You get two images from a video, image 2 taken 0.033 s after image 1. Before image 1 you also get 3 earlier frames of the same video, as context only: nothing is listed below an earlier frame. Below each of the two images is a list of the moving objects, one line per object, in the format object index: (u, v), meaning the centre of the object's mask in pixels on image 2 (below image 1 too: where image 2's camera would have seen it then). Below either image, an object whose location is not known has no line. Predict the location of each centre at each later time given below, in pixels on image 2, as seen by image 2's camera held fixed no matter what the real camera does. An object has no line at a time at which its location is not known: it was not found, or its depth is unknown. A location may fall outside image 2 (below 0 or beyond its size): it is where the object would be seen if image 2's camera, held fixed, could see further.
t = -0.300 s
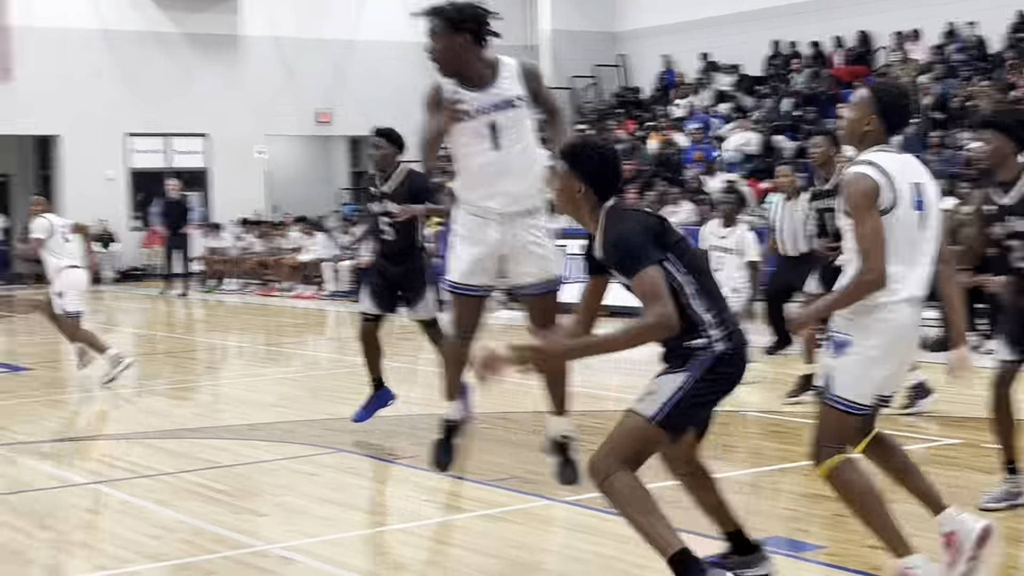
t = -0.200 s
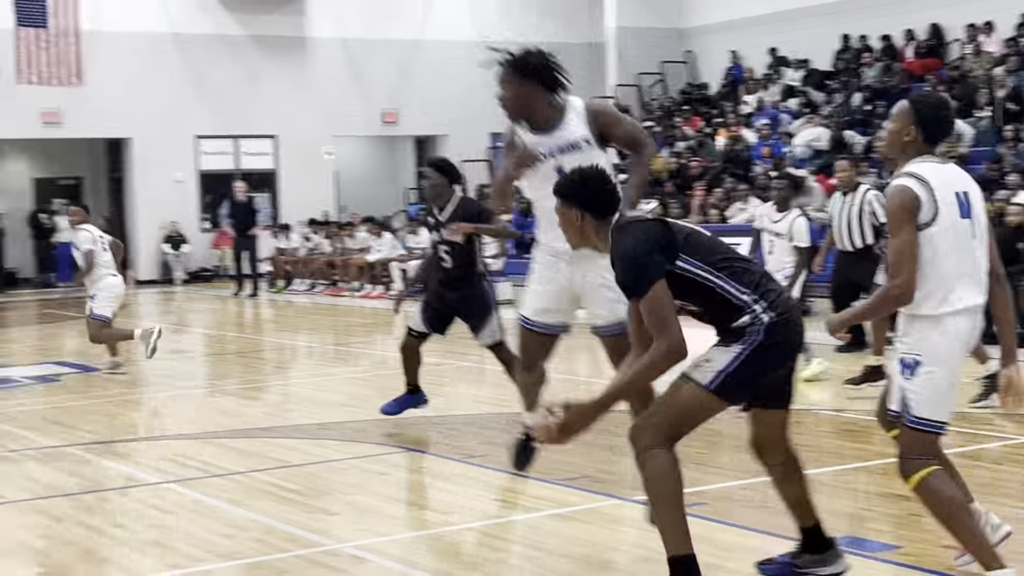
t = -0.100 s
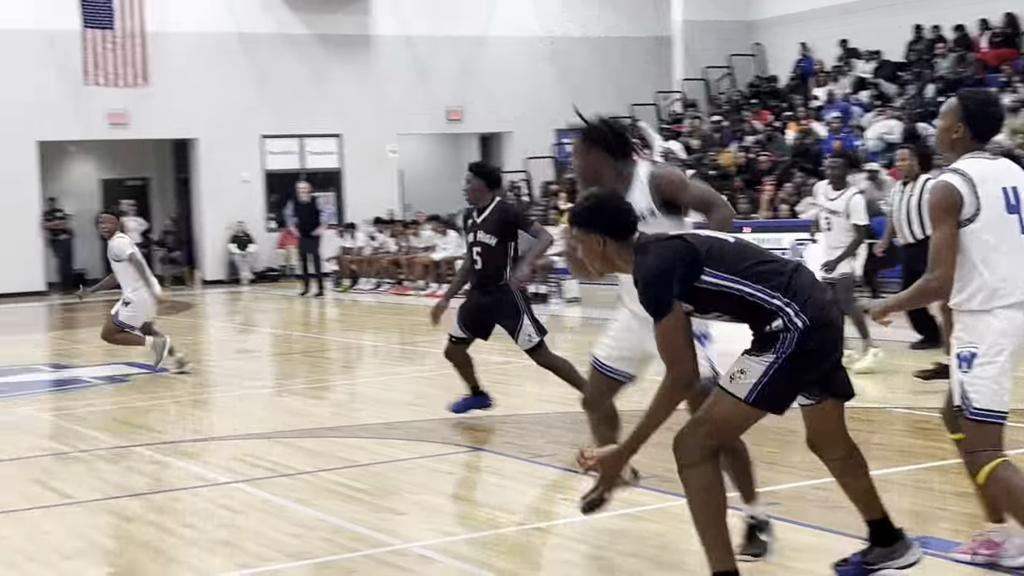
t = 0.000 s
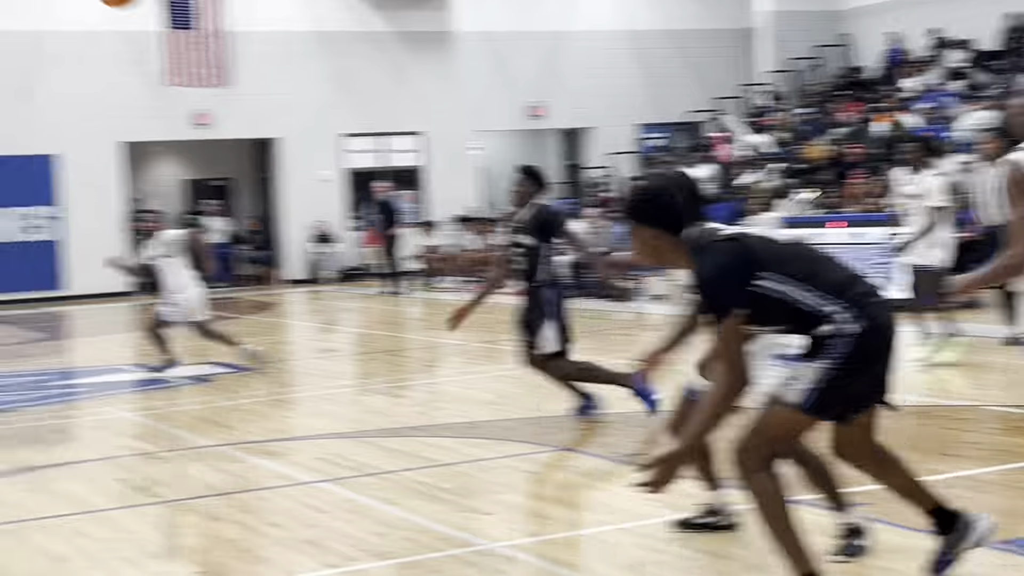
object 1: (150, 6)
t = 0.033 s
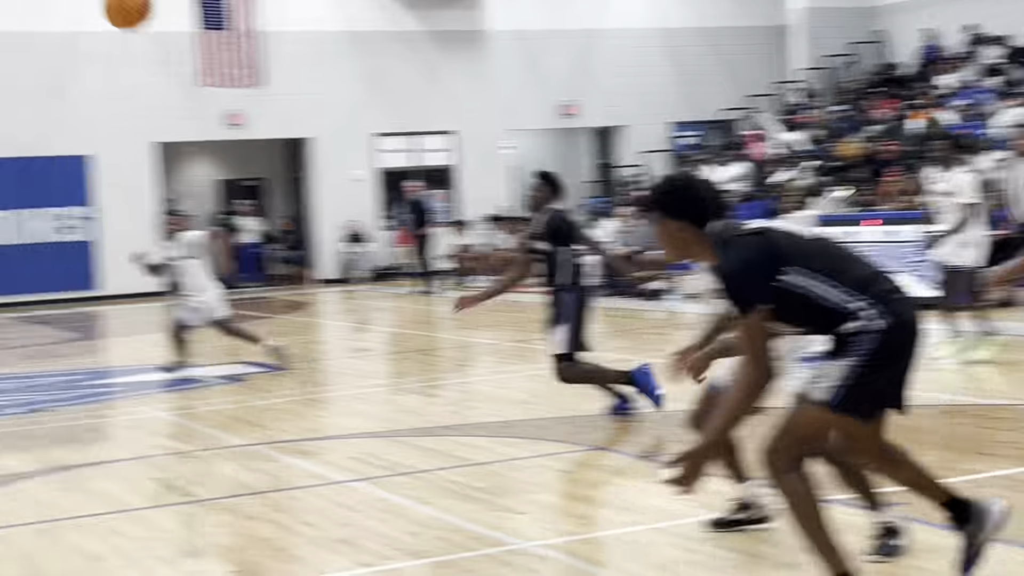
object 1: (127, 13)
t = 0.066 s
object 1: (103, 26)
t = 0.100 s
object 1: (80, 47)
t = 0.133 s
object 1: (58, 72)
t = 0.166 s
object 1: (36, 97)
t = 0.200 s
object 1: (15, 126)
